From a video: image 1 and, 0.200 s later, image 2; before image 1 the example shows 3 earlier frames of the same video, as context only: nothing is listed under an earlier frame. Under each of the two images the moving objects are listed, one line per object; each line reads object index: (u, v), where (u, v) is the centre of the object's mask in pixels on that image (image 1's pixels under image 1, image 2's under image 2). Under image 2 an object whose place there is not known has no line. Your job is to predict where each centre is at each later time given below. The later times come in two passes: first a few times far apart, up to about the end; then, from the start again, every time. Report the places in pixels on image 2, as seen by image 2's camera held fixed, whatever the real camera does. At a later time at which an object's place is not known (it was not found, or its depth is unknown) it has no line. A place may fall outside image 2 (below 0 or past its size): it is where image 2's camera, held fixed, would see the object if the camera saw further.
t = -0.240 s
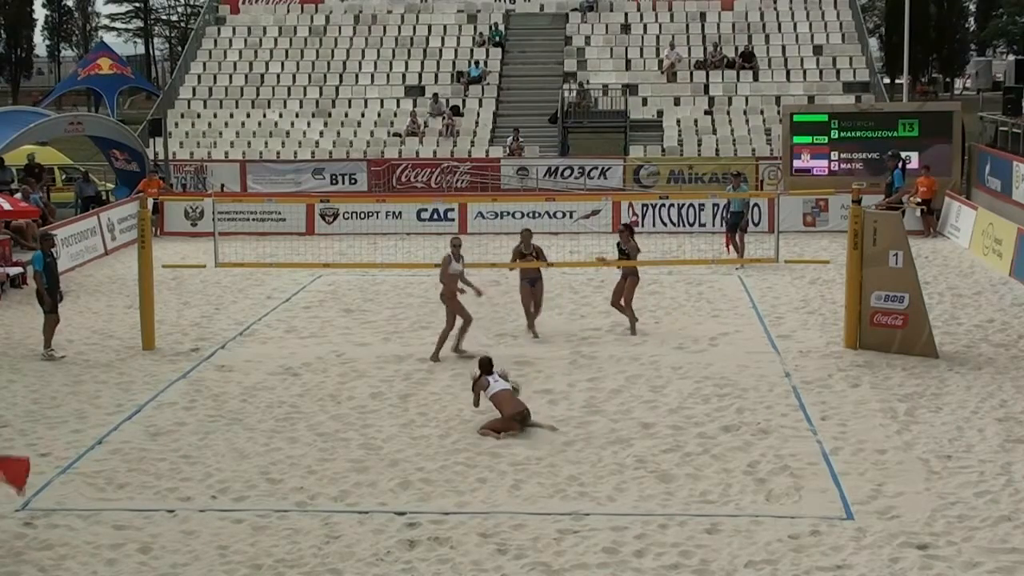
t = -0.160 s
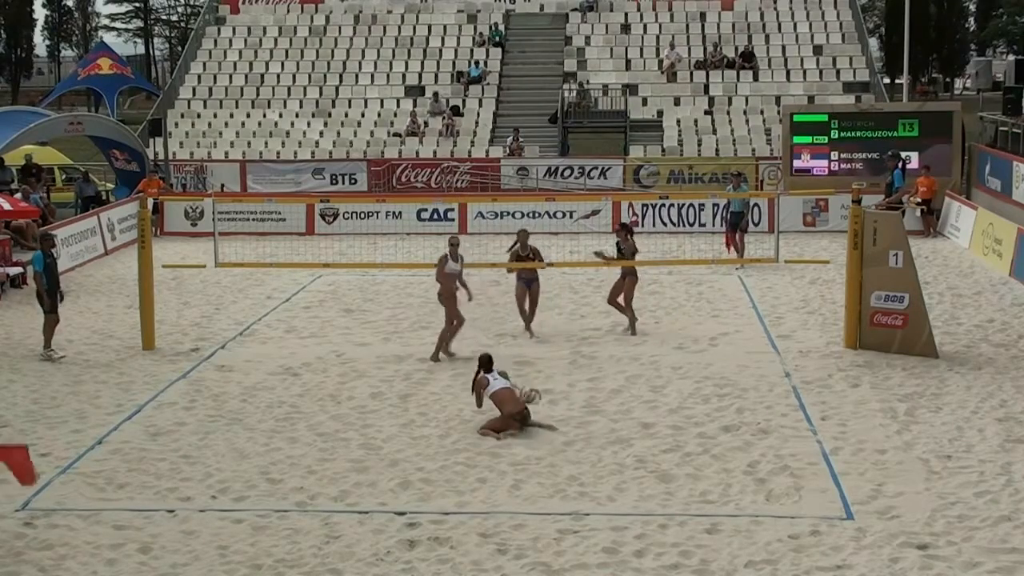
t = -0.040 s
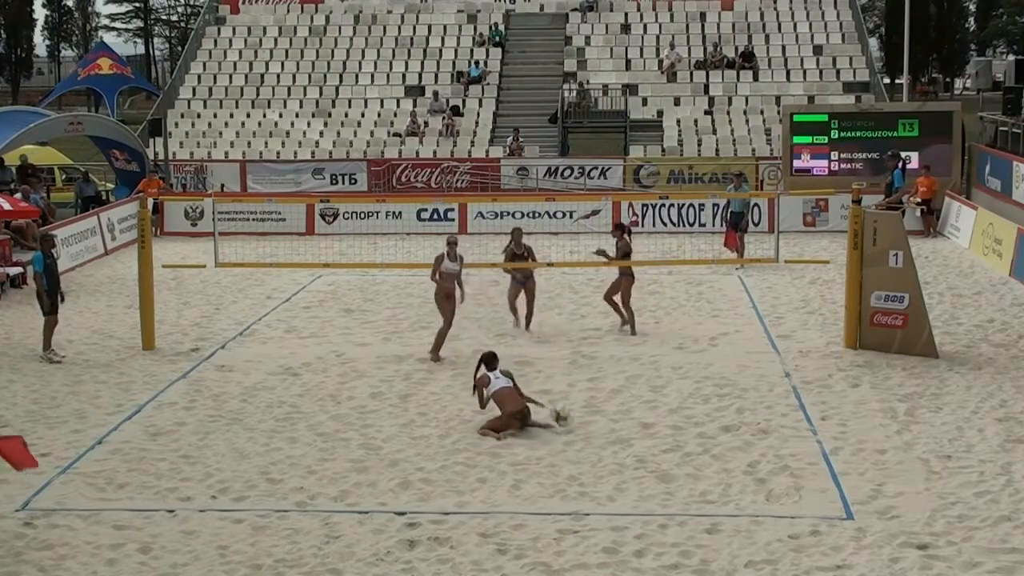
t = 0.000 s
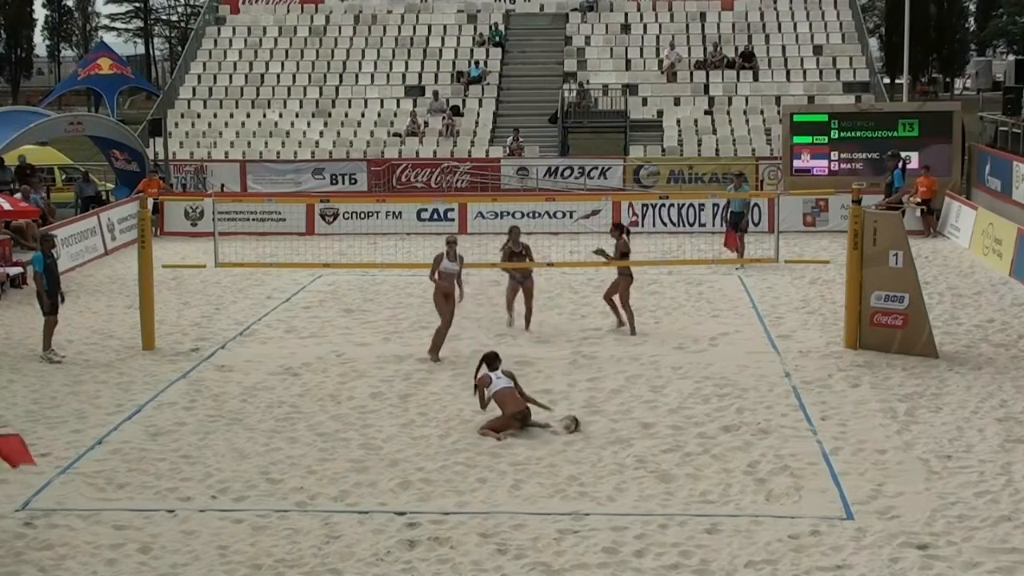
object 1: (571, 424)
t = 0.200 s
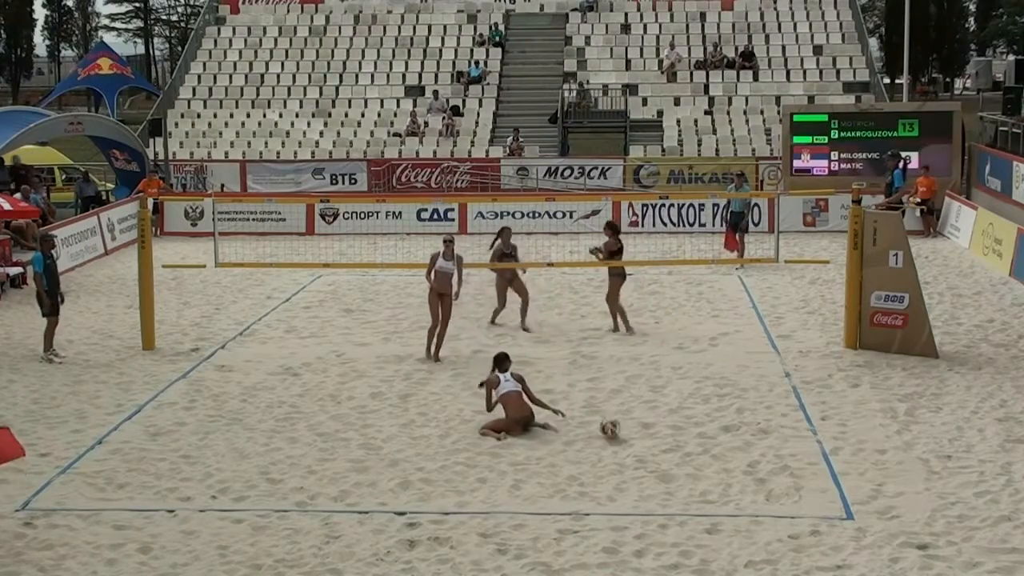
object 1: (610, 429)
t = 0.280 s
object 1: (625, 435)
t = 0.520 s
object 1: (661, 427)
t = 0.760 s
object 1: (694, 440)
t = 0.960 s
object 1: (714, 444)
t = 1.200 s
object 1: (726, 450)
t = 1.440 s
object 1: (737, 453)
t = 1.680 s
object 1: (739, 452)
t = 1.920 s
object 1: (736, 455)
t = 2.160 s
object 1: (728, 457)
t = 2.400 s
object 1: (726, 456)
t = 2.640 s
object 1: (728, 456)
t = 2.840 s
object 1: (727, 456)
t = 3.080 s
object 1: (725, 456)
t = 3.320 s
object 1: (724, 456)
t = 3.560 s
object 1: (724, 456)
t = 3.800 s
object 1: (724, 456)
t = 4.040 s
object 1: (724, 456)
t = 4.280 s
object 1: (724, 456)
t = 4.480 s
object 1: (724, 456)
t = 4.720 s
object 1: (724, 456)
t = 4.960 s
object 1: (724, 456)
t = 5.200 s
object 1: (724, 456)
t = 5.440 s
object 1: (724, 456)
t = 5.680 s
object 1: (724, 456)
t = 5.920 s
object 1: (724, 456)
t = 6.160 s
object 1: (724, 456)
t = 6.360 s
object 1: (724, 456)
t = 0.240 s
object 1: (616, 434)
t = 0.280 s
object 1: (625, 435)
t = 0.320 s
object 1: (629, 433)
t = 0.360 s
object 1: (637, 428)
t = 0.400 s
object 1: (643, 425)
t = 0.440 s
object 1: (649, 424)
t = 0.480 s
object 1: (655, 425)
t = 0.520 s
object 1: (661, 427)
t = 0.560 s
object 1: (667, 430)
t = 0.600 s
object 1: (673, 436)
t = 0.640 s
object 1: (679, 440)
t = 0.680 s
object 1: (684, 442)
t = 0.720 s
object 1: (690, 440)
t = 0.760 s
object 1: (694, 440)
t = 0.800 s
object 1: (701, 442)
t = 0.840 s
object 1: (703, 443)
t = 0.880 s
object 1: (707, 443)
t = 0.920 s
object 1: (712, 444)
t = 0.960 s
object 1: (714, 444)
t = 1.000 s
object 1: (718, 444)
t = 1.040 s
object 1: (719, 444)
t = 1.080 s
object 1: (721, 447)
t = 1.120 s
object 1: (724, 447)
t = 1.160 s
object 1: (725, 449)
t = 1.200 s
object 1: (726, 450)
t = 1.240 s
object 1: (728, 451)
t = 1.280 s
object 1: (730, 452)
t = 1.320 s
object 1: (732, 452)
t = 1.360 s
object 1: (734, 453)
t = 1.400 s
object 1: (737, 452)
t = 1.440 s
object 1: (737, 453)
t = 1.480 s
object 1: (737, 453)
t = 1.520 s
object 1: (738, 452)
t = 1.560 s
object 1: (739, 452)
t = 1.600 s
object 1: (739, 453)
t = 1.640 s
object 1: (739, 453)
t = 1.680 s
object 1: (739, 452)
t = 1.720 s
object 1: (740, 453)
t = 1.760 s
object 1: (739, 454)
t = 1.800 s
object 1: (738, 454)
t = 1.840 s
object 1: (738, 454)
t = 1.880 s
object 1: (737, 455)
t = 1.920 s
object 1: (736, 455)
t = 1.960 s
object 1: (735, 456)
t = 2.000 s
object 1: (733, 456)
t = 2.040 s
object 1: (732, 456)
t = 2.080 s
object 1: (730, 457)
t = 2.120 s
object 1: (728, 457)
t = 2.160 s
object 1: (728, 457)
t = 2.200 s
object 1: (726, 457)
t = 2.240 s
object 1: (726, 457)
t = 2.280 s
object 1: (725, 457)
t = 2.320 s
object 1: (725, 456)
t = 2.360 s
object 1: (725, 457)
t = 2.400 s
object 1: (726, 456)
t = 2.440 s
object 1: (726, 457)
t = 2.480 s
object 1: (727, 456)
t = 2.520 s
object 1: (727, 456)
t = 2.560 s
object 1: (728, 456)
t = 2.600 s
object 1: (728, 456)
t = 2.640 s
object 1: (728, 456)
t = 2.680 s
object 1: (728, 456)
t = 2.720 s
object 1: (727, 456)
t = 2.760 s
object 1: (727, 456)
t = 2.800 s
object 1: (727, 456)
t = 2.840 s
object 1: (727, 456)
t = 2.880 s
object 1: (726, 456)
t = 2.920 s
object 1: (726, 456)
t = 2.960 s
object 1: (726, 456)
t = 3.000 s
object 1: (725, 456)
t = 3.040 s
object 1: (725, 456)
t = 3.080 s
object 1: (725, 456)
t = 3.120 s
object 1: (725, 456)
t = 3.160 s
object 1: (725, 456)
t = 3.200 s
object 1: (725, 456)
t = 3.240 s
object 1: (724, 456)
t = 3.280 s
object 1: (724, 456)
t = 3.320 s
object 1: (724, 456)
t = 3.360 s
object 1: (724, 456)
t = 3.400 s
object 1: (725, 456)
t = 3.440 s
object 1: (725, 456)
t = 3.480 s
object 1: (724, 456)
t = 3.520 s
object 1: (724, 456)
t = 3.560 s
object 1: (724, 456)
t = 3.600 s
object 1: (724, 456)
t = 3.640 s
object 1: (724, 456)
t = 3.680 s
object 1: (724, 456)
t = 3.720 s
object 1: (724, 456)
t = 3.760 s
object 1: (724, 456)
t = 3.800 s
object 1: (724, 456)
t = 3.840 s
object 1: (724, 456)
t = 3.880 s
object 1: (724, 456)
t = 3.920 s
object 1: (724, 456)
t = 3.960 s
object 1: (724, 456)
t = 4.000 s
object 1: (724, 456)
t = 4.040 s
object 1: (724, 456)
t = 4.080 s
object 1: (724, 456)
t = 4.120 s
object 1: (724, 456)
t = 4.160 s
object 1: (724, 456)
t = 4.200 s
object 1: (724, 456)
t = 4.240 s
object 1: (724, 456)
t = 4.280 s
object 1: (724, 456)
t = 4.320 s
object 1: (724, 456)
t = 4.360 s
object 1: (724, 456)
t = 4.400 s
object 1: (724, 456)
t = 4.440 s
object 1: (724, 456)
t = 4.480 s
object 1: (724, 456)
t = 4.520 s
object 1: (724, 456)
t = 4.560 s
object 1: (724, 456)
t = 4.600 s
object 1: (724, 456)
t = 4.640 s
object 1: (724, 456)
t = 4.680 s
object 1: (724, 456)
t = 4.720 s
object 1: (724, 456)
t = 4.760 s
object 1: (724, 456)
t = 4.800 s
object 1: (724, 456)
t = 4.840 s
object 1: (724, 456)
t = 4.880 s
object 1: (724, 456)
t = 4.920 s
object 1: (724, 456)
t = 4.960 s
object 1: (724, 456)
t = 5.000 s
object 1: (724, 456)
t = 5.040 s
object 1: (724, 456)
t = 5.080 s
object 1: (724, 456)
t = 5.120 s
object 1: (724, 456)
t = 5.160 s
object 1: (724, 456)
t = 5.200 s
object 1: (724, 456)
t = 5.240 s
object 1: (724, 456)
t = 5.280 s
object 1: (724, 456)
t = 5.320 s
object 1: (724, 456)
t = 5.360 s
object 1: (724, 456)
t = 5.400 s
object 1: (724, 456)
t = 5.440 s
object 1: (724, 456)
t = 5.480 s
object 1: (724, 456)
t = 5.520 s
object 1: (724, 456)
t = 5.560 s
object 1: (724, 456)
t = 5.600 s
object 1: (724, 456)
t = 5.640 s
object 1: (724, 456)
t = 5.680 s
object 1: (724, 456)
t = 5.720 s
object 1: (724, 456)
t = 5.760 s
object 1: (724, 456)
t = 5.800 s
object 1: (724, 456)
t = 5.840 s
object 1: (724, 456)
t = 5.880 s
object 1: (724, 456)
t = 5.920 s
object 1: (724, 456)
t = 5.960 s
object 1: (724, 456)
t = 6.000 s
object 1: (724, 456)
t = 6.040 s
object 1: (724, 456)
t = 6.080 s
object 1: (724, 456)
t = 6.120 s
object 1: (724, 456)
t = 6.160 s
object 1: (724, 456)
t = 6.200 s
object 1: (724, 456)
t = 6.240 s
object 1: (724, 456)
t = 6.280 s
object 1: (724, 456)
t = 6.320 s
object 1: (724, 456)
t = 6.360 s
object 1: (724, 456)
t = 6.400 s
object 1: (724, 456)
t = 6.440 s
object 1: (724, 456)
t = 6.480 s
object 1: (724, 456)
